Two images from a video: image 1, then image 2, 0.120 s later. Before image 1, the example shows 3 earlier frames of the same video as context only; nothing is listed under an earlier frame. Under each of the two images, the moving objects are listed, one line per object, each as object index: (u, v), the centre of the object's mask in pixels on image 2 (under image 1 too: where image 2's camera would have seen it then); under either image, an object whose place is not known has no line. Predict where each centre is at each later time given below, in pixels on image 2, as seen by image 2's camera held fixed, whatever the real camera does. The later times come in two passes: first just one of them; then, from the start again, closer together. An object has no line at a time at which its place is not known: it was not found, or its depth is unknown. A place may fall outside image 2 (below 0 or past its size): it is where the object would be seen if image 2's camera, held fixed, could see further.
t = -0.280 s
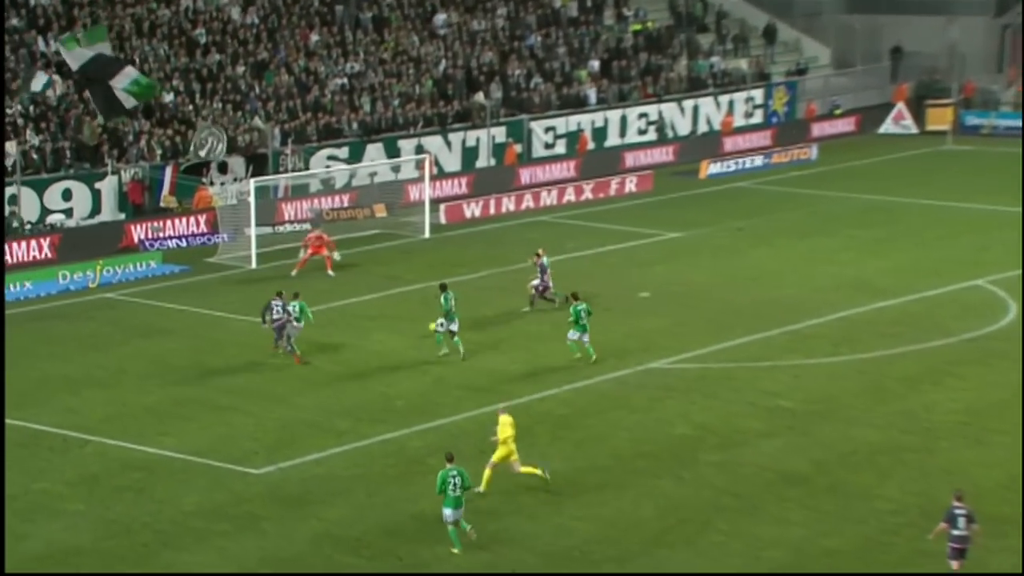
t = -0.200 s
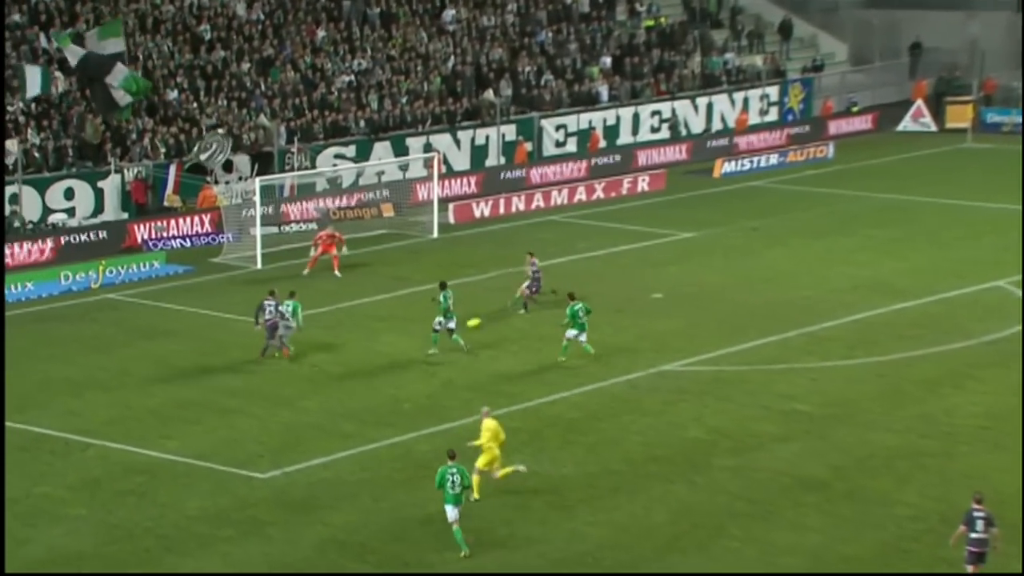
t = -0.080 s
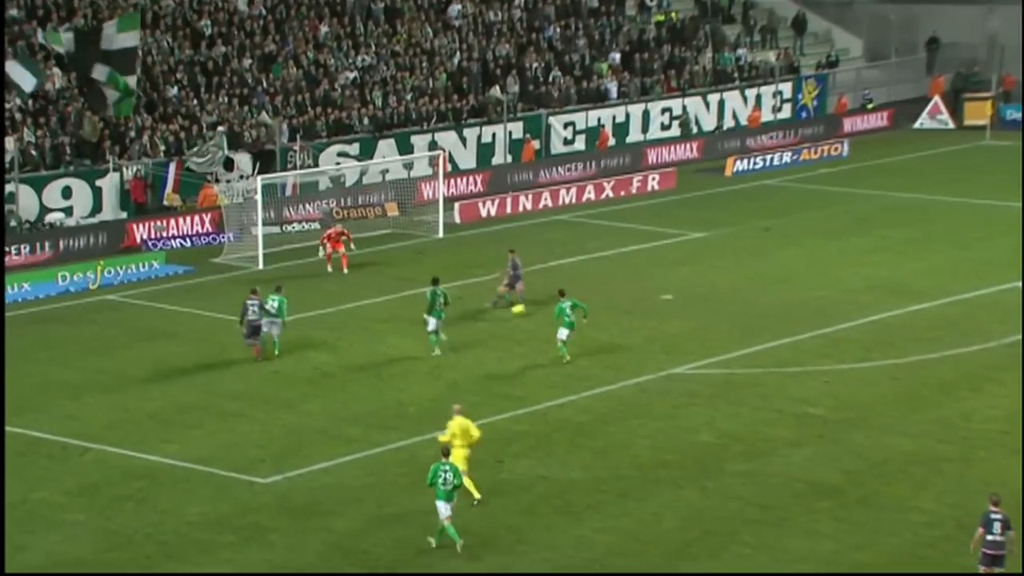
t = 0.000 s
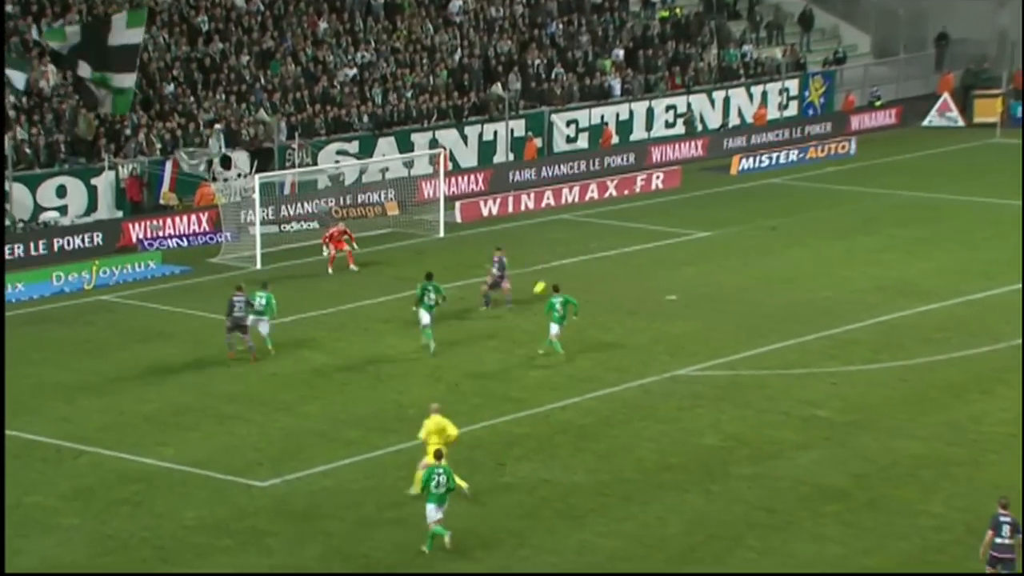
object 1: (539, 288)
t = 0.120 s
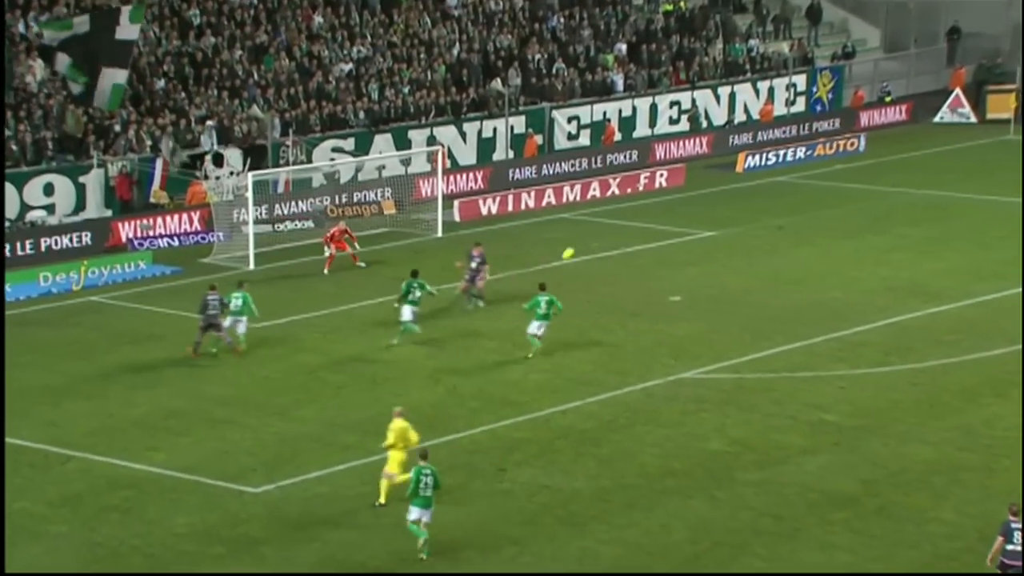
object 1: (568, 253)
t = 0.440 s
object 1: (642, 188)
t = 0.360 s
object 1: (624, 200)
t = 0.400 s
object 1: (633, 193)
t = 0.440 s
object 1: (642, 188)
